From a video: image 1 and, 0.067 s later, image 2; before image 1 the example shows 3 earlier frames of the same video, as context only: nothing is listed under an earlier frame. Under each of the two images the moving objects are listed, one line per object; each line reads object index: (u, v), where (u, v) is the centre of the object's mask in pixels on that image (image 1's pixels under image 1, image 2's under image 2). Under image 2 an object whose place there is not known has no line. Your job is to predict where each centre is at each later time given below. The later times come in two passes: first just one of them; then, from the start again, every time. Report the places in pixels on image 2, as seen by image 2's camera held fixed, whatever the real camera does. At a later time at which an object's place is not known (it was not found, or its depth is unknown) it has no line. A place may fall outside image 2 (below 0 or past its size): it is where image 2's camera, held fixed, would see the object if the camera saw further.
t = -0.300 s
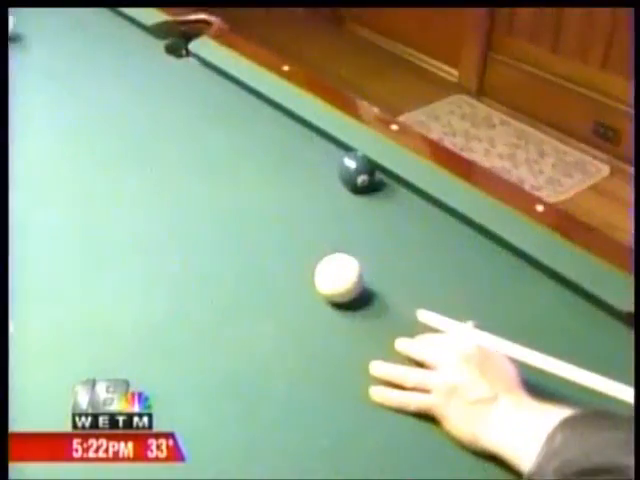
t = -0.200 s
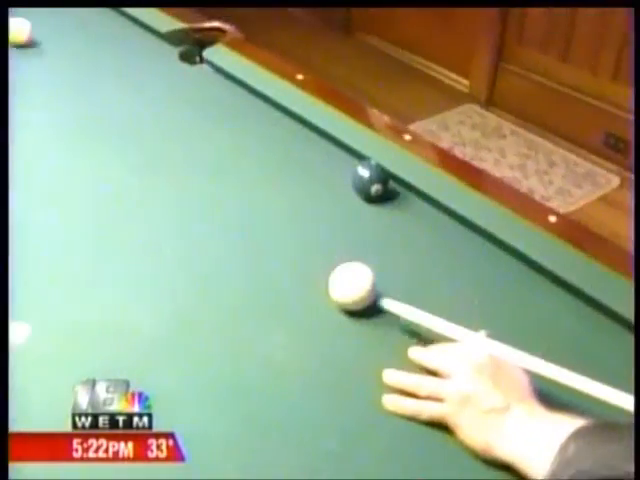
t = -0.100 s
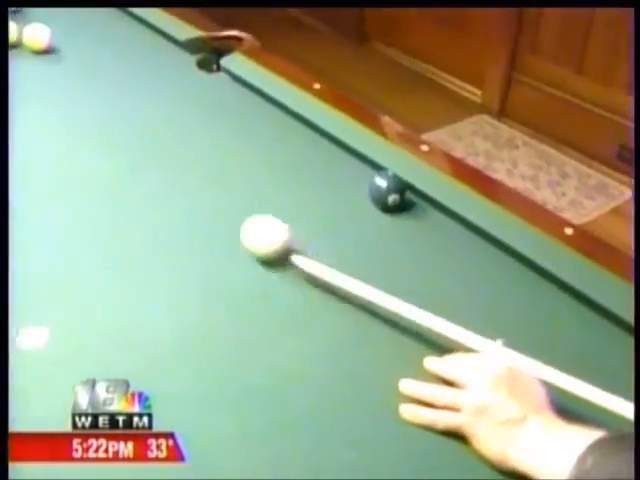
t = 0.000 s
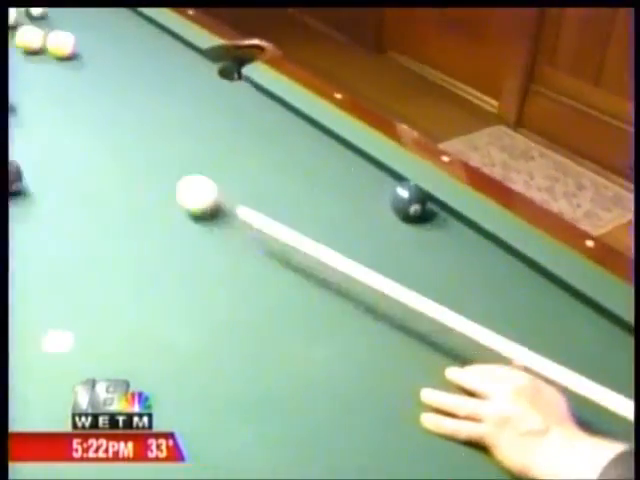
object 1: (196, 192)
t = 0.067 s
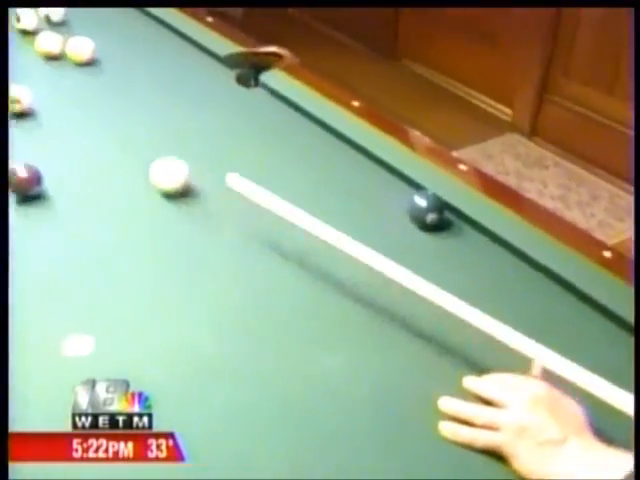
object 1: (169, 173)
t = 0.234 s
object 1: (79, 122)
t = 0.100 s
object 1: (149, 162)
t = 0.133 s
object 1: (131, 151)
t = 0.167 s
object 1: (112, 141)
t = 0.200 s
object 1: (95, 131)
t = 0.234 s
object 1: (79, 122)
